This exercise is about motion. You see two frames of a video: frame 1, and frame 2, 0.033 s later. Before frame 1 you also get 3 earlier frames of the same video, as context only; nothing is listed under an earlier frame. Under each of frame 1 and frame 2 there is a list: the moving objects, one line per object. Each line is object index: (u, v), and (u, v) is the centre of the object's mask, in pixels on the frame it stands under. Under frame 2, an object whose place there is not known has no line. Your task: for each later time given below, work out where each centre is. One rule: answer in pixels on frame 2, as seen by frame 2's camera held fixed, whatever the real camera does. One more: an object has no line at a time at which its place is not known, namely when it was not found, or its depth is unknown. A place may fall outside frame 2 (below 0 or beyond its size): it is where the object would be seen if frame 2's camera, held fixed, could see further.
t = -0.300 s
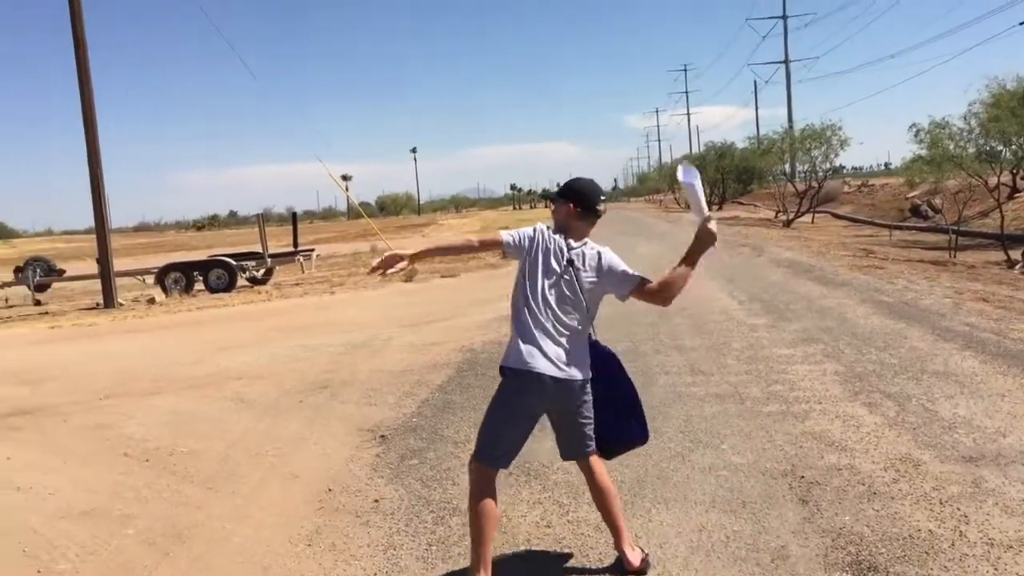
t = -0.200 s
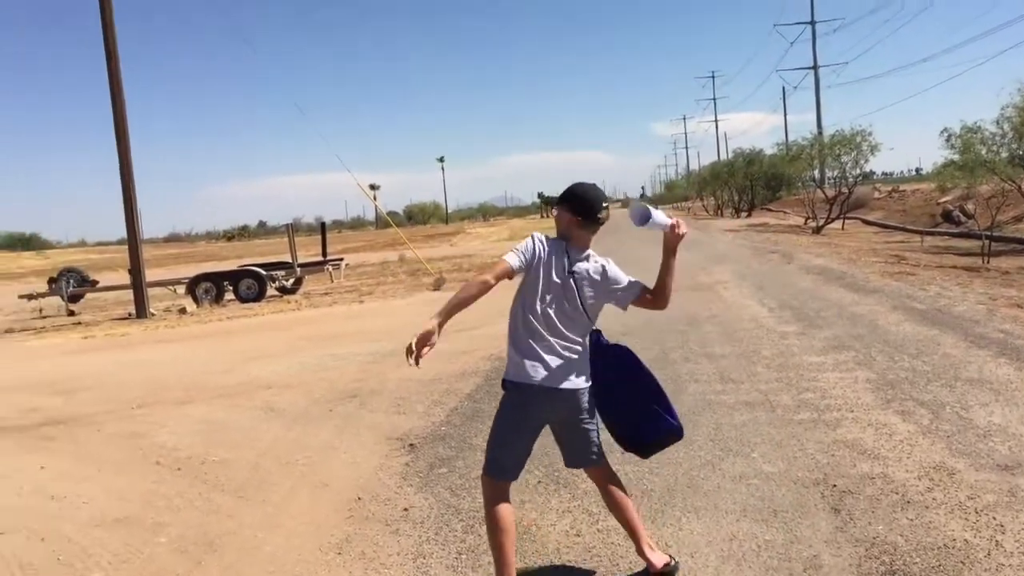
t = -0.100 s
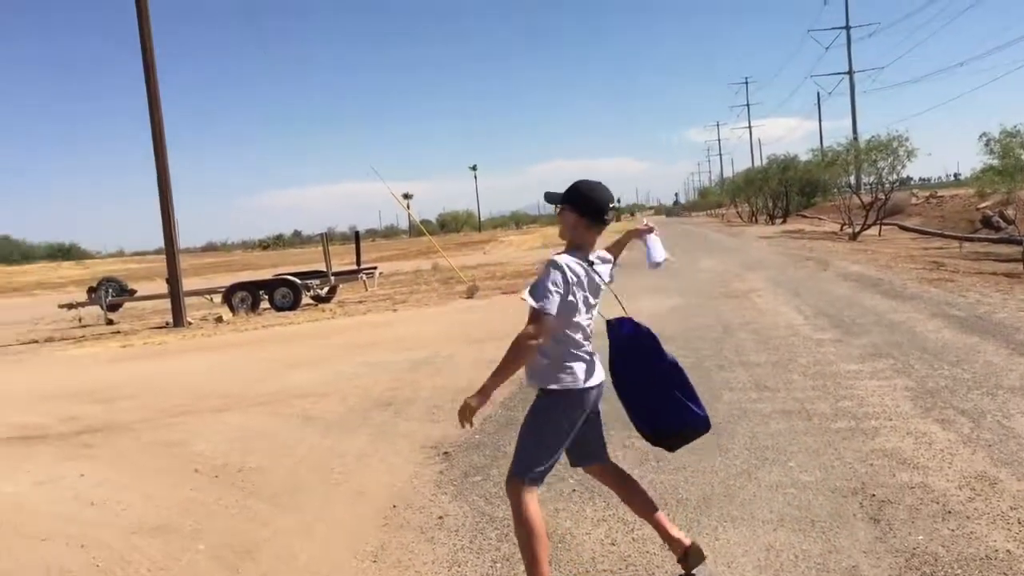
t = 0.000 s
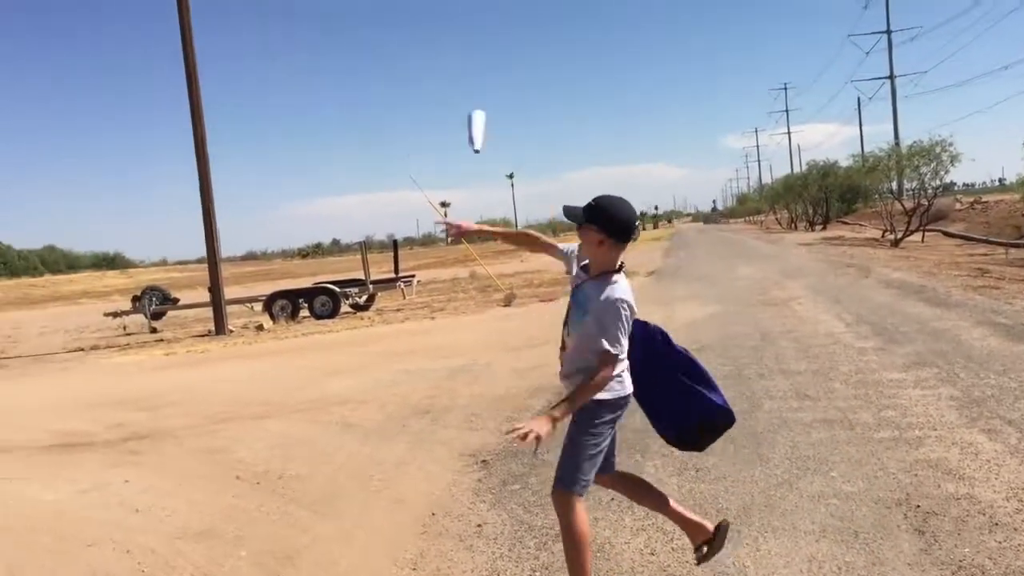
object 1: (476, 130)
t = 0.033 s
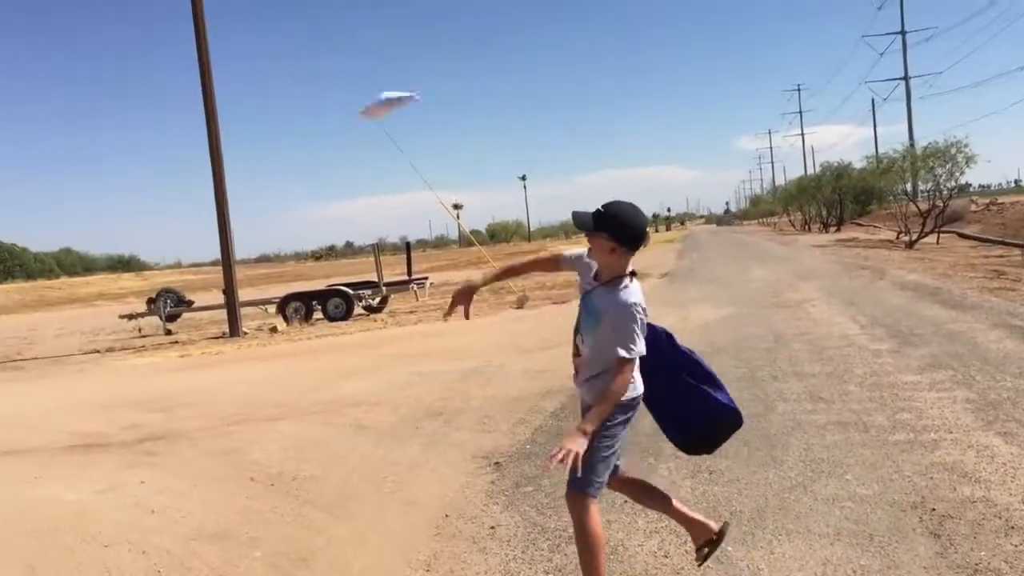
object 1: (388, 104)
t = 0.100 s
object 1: (242, 71)
